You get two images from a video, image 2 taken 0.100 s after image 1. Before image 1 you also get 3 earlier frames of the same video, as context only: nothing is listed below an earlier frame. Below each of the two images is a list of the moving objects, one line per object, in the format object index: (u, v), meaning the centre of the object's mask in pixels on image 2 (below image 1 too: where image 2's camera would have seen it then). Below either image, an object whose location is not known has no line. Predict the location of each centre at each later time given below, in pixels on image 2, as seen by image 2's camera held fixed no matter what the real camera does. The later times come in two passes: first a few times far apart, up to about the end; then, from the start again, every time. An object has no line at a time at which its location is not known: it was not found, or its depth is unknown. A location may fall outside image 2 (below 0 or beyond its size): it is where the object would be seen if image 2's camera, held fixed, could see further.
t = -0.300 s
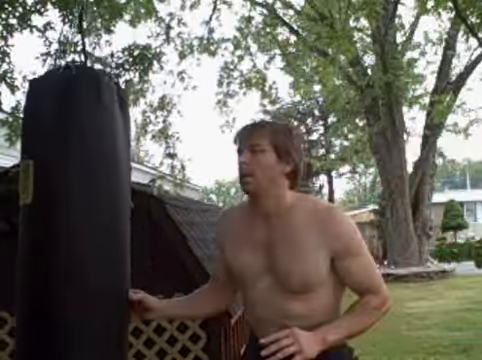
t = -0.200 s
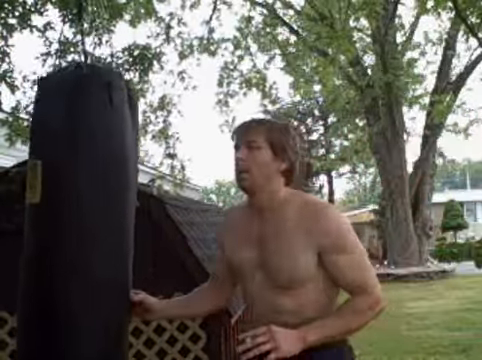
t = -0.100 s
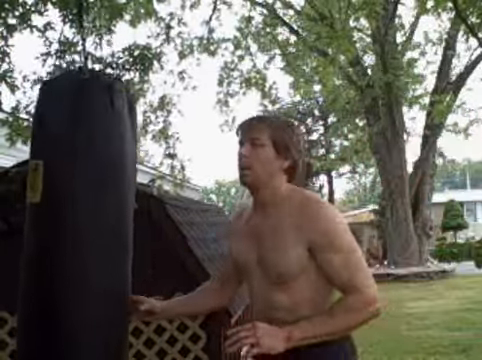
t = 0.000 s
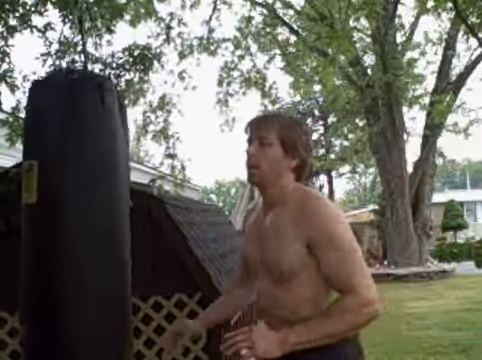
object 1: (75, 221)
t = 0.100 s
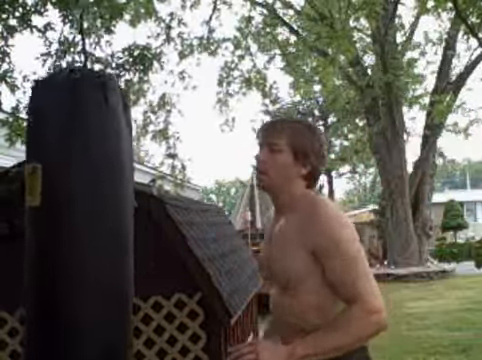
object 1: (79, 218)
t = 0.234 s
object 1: (88, 219)
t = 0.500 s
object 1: (99, 220)
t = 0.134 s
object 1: (81, 219)
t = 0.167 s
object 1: (84, 219)
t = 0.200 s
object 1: (86, 219)
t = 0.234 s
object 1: (88, 219)
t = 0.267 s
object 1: (88, 219)
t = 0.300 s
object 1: (89, 220)
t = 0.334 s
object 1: (89, 221)
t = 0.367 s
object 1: (89, 220)
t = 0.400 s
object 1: (90, 220)
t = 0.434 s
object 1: (93, 220)
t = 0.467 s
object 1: (95, 220)
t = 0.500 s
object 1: (99, 220)
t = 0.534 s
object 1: (103, 220)
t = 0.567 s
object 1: (107, 219)
